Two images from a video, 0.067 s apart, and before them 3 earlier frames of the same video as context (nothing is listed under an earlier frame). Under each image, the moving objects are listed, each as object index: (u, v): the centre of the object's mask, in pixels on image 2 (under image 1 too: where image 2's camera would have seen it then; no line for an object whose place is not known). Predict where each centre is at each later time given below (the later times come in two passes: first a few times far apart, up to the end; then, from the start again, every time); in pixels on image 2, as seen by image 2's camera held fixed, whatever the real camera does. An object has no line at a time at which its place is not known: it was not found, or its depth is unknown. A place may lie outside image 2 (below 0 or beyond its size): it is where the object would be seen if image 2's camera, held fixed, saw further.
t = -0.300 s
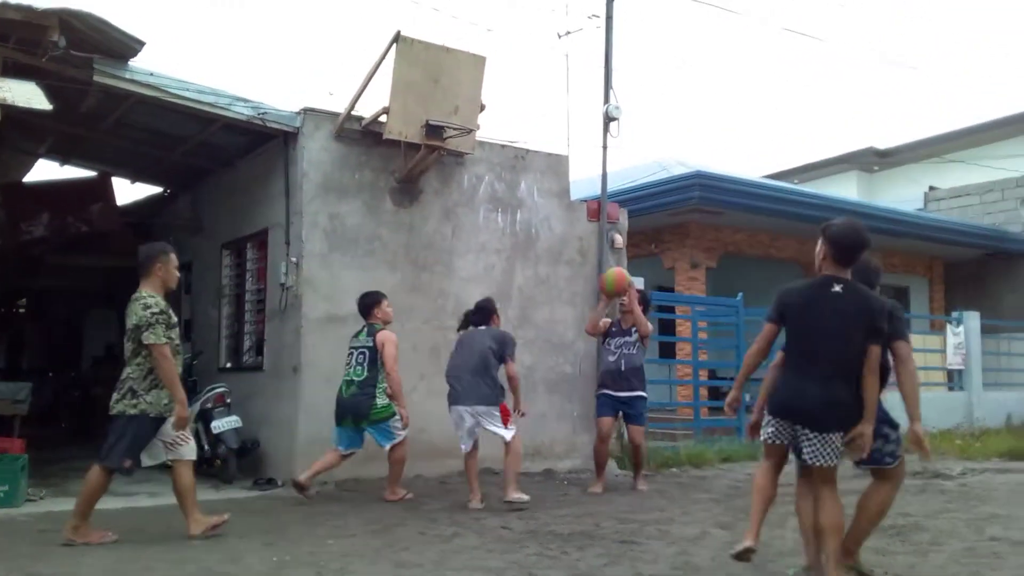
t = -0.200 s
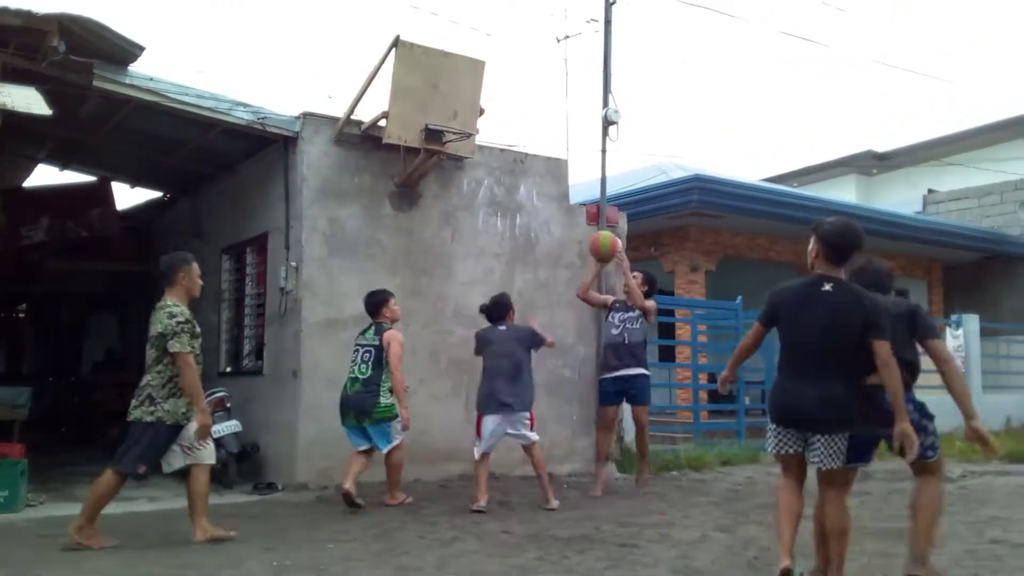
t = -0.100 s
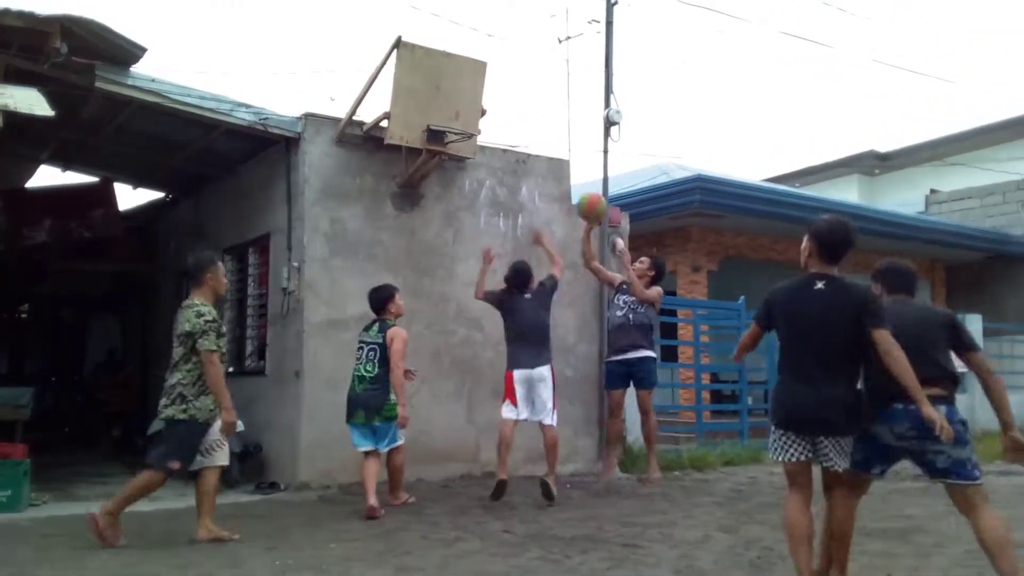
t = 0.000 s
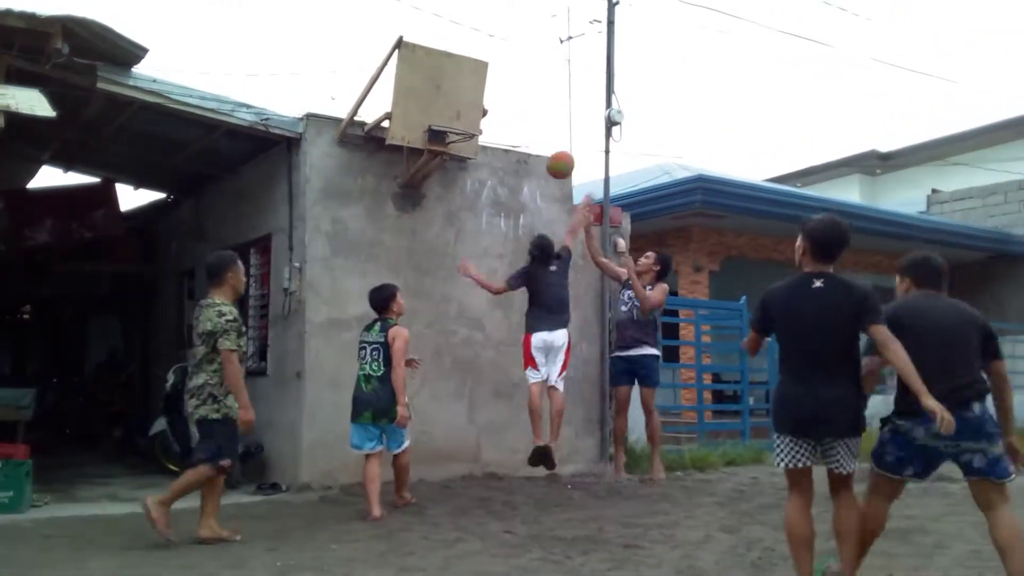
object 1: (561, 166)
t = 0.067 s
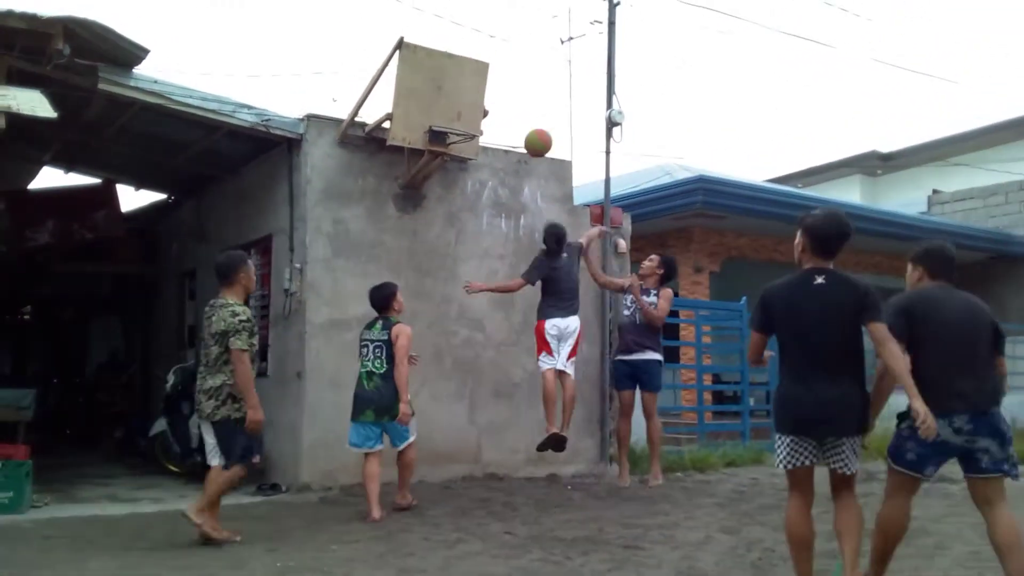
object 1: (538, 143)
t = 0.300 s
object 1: (500, 123)
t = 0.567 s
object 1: (506, 214)
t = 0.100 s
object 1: (526, 133)
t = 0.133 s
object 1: (515, 125)
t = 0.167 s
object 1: (502, 118)
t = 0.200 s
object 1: (496, 116)
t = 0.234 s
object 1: (497, 117)
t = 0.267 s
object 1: (499, 119)
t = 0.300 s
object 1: (500, 123)
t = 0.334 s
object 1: (502, 129)
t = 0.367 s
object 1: (502, 136)
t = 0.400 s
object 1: (502, 145)
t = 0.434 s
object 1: (503, 155)
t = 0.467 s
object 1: (504, 167)
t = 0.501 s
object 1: (504, 181)
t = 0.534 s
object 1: (505, 196)
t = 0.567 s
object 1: (506, 214)
